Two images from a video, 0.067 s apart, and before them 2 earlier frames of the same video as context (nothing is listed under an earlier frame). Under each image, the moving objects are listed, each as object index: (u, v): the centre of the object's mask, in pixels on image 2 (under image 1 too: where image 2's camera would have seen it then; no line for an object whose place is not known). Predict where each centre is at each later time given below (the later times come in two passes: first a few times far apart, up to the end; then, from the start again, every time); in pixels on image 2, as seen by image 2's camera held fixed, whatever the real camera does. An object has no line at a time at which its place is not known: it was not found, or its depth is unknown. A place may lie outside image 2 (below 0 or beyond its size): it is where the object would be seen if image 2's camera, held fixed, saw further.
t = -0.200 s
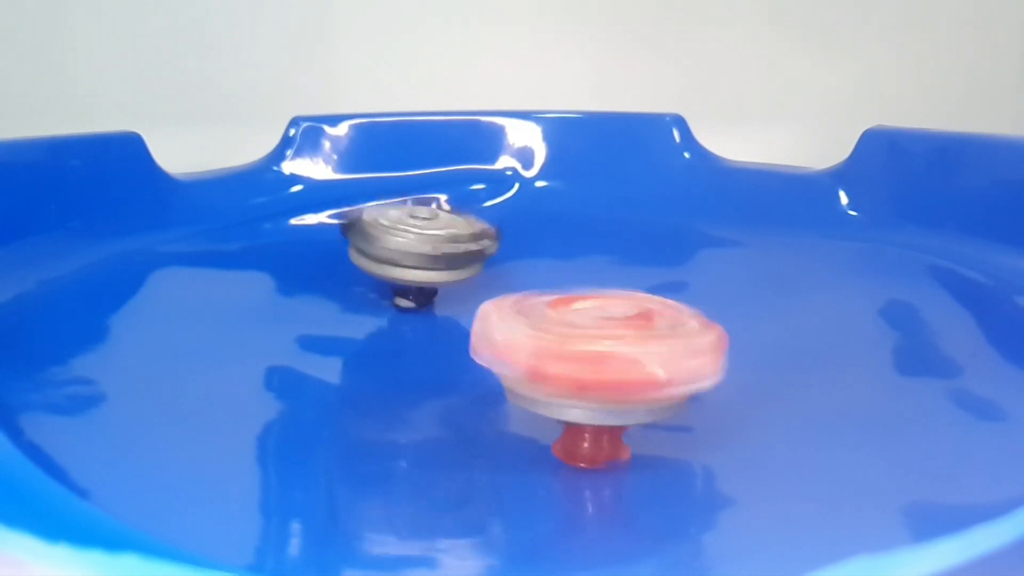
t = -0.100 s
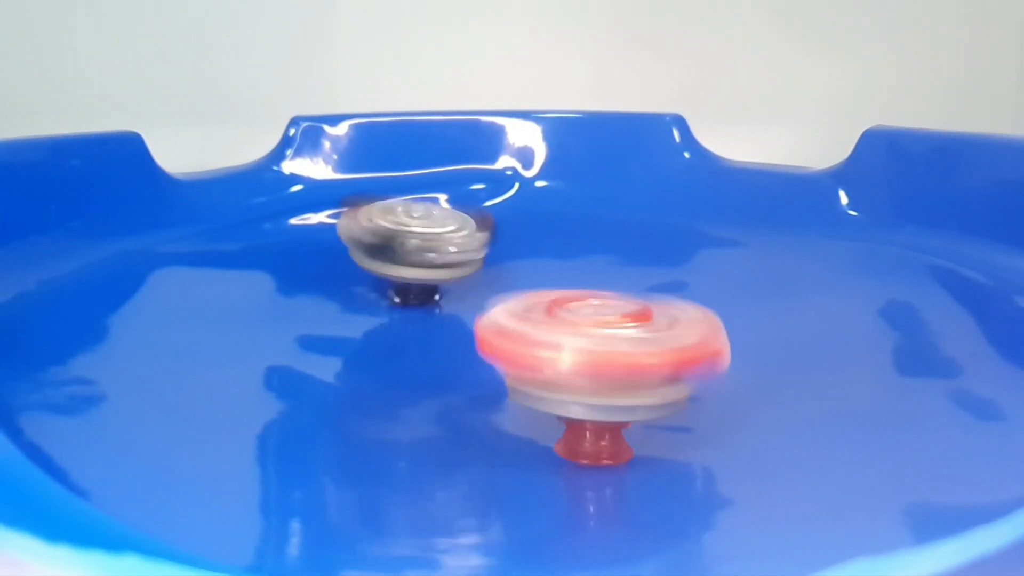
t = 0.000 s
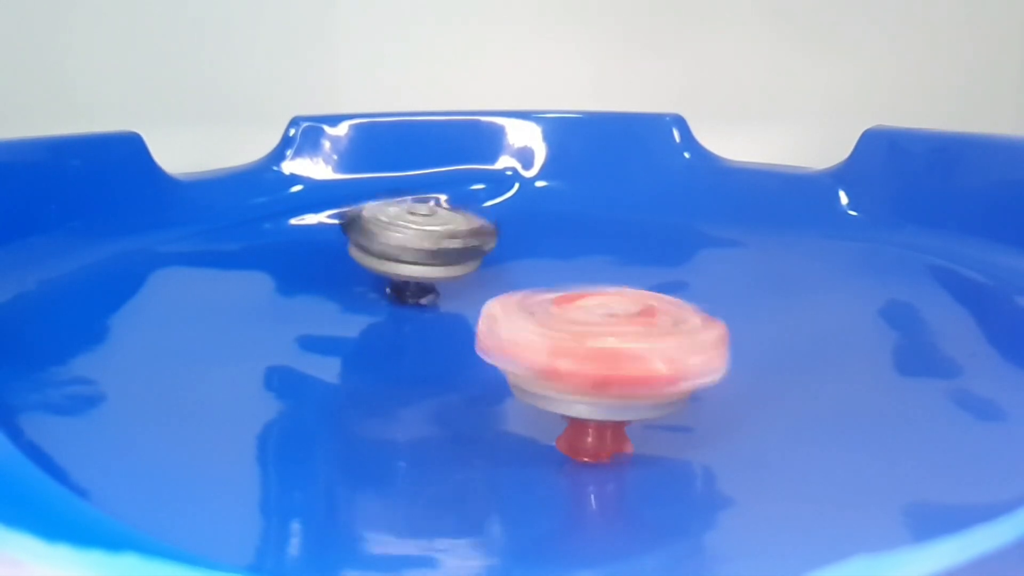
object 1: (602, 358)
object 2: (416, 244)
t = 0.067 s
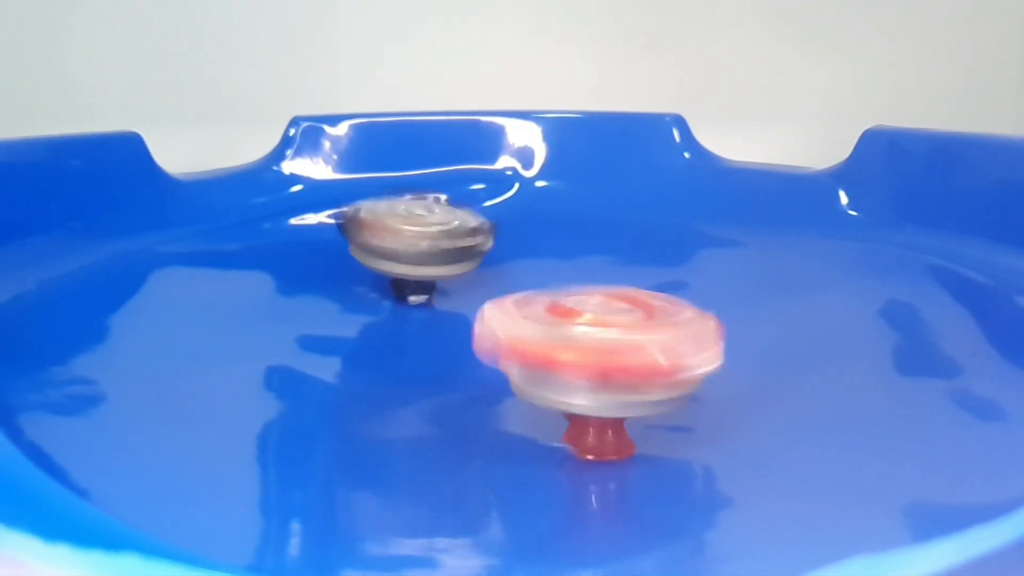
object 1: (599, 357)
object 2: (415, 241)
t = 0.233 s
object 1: (602, 353)
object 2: (412, 238)
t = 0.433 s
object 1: (603, 349)
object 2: (409, 236)
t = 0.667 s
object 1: (600, 344)
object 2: (404, 233)
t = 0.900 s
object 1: (600, 340)
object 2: (398, 232)
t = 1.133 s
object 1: (599, 336)
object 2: (397, 232)
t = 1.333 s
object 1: (595, 332)
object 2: (394, 232)
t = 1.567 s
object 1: (592, 328)
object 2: (390, 233)
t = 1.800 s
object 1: (588, 323)
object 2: (389, 234)
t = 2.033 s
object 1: (581, 319)
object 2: (385, 236)
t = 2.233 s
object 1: (579, 316)
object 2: (386, 238)
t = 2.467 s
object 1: (574, 312)
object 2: (388, 240)
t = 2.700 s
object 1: (570, 307)
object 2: (389, 243)
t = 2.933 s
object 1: (567, 303)
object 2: (391, 246)
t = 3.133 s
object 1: (564, 300)
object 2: (394, 250)
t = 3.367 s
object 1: (563, 296)
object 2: (398, 251)
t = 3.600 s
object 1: (561, 293)
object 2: (404, 256)
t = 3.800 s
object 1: (562, 290)
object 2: (407, 260)
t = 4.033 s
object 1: (571, 289)
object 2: (406, 261)
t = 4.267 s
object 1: (578, 287)
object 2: (411, 265)
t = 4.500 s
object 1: (600, 288)
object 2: (403, 265)
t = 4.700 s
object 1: (634, 286)
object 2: (392, 262)
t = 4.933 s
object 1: (670, 288)
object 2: (384, 262)
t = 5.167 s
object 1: (699, 287)
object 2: (379, 265)
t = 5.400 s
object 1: (721, 286)
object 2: (375, 265)
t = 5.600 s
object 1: (737, 285)
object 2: (381, 268)
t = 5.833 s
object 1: (748, 283)
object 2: (386, 273)
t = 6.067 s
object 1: (753, 281)
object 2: (395, 272)
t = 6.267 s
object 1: (757, 280)
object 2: (407, 276)
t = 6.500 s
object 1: (753, 279)
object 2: (422, 278)
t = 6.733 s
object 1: (747, 279)
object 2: (438, 279)
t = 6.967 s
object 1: (740, 280)
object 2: (456, 281)
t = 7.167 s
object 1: (733, 281)
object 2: (473, 280)
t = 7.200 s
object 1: (731, 281)
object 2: (474, 279)
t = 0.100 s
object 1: (603, 357)
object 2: (413, 240)
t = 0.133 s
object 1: (604, 356)
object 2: (415, 240)
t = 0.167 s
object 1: (606, 356)
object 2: (415, 241)
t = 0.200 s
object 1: (604, 355)
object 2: (414, 240)
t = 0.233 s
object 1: (602, 353)
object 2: (412, 238)
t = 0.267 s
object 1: (601, 353)
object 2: (413, 238)
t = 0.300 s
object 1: (605, 353)
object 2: (411, 238)
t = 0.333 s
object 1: (606, 352)
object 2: (412, 237)
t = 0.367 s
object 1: (608, 352)
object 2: (411, 237)
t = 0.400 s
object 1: (605, 350)
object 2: (411, 237)
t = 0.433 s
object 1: (603, 349)
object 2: (409, 236)
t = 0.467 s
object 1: (602, 348)
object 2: (409, 236)
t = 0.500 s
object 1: (604, 348)
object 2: (407, 235)
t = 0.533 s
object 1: (605, 348)
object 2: (408, 235)
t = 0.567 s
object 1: (606, 348)
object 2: (407, 235)
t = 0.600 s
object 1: (604, 347)
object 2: (407, 235)
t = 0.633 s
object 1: (602, 345)
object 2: (405, 234)
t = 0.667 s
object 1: (600, 344)
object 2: (404, 233)
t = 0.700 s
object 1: (602, 344)
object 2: (403, 233)
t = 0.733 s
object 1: (603, 344)
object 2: (403, 233)
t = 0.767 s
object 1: (605, 344)
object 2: (402, 233)
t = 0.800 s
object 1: (603, 343)
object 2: (402, 234)
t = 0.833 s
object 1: (600, 342)
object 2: (400, 232)
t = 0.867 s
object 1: (598, 340)
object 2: (400, 233)
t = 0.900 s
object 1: (600, 340)
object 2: (398, 232)
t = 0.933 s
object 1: (601, 340)
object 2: (399, 233)
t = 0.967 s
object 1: (603, 340)
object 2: (398, 232)
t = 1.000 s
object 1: (601, 339)
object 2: (399, 233)
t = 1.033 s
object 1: (598, 338)
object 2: (397, 232)
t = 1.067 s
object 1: (596, 336)
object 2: (398, 232)
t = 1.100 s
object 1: (598, 336)
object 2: (396, 231)
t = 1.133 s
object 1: (599, 336)
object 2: (397, 232)
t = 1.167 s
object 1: (600, 336)
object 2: (395, 232)
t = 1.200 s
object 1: (598, 334)
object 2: (397, 232)
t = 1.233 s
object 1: (596, 334)
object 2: (395, 231)
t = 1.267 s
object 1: (593, 332)
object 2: (396, 231)
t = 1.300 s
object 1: (595, 332)
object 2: (393, 231)
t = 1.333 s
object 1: (595, 332)
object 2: (394, 232)
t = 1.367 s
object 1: (596, 332)
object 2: (393, 232)
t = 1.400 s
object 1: (595, 331)
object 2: (395, 233)
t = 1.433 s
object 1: (593, 330)
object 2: (392, 233)
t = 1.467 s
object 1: (590, 328)
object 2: (393, 233)
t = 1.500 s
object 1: (590, 328)
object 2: (391, 233)
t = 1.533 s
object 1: (592, 328)
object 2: (392, 233)
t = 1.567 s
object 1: (592, 328)
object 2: (390, 233)
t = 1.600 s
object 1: (592, 327)
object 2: (392, 234)
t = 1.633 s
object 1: (589, 326)
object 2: (389, 234)
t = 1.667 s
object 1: (586, 324)
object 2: (390, 234)
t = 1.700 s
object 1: (586, 324)
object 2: (388, 234)
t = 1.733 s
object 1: (587, 323)
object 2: (389, 234)
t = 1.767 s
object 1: (587, 324)
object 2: (387, 234)
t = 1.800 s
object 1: (588, 323)
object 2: (389, 234)
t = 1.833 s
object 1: (585, 322)
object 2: (387, 234)
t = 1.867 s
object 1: (582, 321)
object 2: (388, 234)
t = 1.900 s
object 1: (581, 320)
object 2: (386, 235)
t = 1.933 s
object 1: (583, 320)
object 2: (387, 234)
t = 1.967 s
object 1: (583, 320)
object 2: (386, 235)
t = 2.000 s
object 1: (584, 320)
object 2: (387, 235)
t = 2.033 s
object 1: (581, 319)
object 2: (385, 236)
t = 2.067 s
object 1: (579, 318)
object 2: (386, 236)
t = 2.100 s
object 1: (578, 317)
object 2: (385, 236)
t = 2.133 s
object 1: (579, 317)
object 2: (385, 236)
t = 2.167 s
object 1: (580, 317)
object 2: (385, 237)
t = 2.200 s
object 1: (581, 317)
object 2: (386, 237)
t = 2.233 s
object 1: (579, 316)
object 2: (386, 238)
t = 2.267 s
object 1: (577, 315)
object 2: (386, 238)
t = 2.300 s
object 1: (575, 314)
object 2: (386, 238)
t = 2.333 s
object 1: (576, 314)
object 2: (387, 239)
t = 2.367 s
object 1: (577, 314)
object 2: (387, 238)
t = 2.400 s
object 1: (578, 314)
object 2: (388, 239)
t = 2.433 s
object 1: (576, 313)
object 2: (388, 240)
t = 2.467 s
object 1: (574, 312)
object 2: (388, 240)
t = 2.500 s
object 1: (572, 310)
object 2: (388, 240)
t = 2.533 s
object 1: (574, 310)
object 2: (388, 242)
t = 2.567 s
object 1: (575, 310)
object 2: (388, 241)
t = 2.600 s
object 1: (575, 310)
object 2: (389, 242)
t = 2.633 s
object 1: (574, 310)
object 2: (389, 242)
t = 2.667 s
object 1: (572, 308)
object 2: (388, 243)
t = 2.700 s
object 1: (570, 307)
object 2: (389, 243)
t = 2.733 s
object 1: (571, 307)
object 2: (388, 244)
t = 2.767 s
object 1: (571, 307)
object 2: (389, 243)
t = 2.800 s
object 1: (572, 307)
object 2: (391, 244)
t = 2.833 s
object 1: (572, 306)
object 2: (391, 246)
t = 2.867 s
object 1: (569, 305)
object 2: (389, 246)
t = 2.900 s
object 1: (567, 304)
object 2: (391, 245)
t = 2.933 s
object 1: (567, 303)
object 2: (391, 246)
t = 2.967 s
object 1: (569, 304)
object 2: (393, 246)
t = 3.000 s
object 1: (569, 304)
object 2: (393, 247)
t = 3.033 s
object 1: (569, 303)
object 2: (395, 247)
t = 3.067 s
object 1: (567, 302)
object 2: (393, 248)
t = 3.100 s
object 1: (565, 300)
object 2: (396, 248)
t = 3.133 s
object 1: (564, 300)
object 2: (394, 250)
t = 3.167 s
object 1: (566, 300)
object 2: (397, 249)
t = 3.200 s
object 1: (566, 300)
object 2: (396, 251)
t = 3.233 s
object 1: (567, 299)
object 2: (398, 250)
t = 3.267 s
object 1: (564, 298)
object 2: (396, 252)
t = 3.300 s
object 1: (563, 297)
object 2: (398, 250)
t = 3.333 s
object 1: (561, 296)
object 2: (397, 253)
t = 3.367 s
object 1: (563, 296)
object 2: (398, 251)
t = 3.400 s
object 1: (564, 297)
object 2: (397, 252)
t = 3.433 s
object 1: (564, 296)
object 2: (400, 252)
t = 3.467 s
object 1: (563, 295)
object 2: (401, 256)
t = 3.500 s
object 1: (561, 294)
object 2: (400, 254)
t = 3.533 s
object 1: (559, 293)
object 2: (402, 257)
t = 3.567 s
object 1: (560, 293)
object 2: (402, 254)
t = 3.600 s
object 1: (561, 293)
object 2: (404, 256)
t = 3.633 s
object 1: (562, 293)
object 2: (407, 257)
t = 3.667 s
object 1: (560, 292)
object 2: (406, 259)
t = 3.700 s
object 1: (559, 291)
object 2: (406, 258)
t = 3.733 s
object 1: (556, 290)
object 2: (405, 259)
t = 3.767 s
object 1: (560, 290)
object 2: (407, 260)
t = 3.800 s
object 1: (562, 290)
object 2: (407, 260)
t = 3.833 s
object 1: (565, 290)
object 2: (408, 260)
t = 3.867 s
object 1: (565, 290)
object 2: (408, 261)
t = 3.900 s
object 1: (565, 289)
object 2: (407, 259)
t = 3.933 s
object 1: (565, 288)
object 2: (407, 261)
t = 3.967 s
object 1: (567, 288)
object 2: (406, 261)
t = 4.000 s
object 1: (570, 289)
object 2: (407, 262)
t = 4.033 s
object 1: (571, 289)
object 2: (406, 261)
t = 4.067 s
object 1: (573, 289)
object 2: (409, 263)
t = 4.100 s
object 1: (572, 288)
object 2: (406, 262)
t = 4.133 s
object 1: (571, 287)
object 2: (408, 263)
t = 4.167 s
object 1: (571, 286)
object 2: (406, 262)
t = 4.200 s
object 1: (574, 287)
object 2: (408, 264)
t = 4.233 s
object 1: (576, 287)
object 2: (409, 264)
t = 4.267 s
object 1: (578, 287)
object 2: (411, 265)
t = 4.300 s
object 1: (576, 287)
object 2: (409, 266)
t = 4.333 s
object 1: (575, 286)
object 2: (410, 265)
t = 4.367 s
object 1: (575, 284)
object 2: (408, 266)
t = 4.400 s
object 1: (582, 284)
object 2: (408, 264)
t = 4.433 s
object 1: (589, 284)
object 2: (407, 266)
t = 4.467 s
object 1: (596, 286)
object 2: (404, 264)
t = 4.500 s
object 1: (600, 288)
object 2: (403, 265)
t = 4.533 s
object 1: (605, 286)
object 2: (399, 262)
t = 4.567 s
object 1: (607, 286)
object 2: (399, 263)
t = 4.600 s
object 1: (614, 287)
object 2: (395, 262)
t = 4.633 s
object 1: (622, 288)
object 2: (393, 263)
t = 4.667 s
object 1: (629, 287)
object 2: (391, 262)
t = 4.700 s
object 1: (634, 286)
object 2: (392, 262)
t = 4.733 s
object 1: (637, 288)
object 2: (389, 262)
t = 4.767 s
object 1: (642, 288)
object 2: (388, 262)
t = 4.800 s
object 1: (646, 288)
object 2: (387, 262)
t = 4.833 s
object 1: (653, 287)
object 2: (384, 260)
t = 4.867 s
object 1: (660, 288)
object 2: (384, 261)
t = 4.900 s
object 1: (667, 288)
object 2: (382, 260)
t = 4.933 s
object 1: (670, 288)
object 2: (384, 262)
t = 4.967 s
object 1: (673, 288)
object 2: (380, 260)
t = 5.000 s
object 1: (675, 287)
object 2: (381, 260)
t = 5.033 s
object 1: (681, 286)
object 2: (379, 263)
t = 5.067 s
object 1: (688, 286)
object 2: (379, 261)
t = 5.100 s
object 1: (693, 287)
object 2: (377, 261)
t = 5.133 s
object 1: (697, 287)
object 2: (379, 263)
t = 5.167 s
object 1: (699, 287)
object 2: (379, 265)
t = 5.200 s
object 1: (700, 286)
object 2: (377, 261)
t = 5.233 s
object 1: (703, 286)
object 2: (376, 262)
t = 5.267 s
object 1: (709, 285)
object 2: (375, 262)
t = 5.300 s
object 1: (714, 286)
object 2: (376, 263)
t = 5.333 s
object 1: (719, 286)
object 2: (376, 265)
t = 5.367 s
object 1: (720, 286)
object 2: (378, 266)
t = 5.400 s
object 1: (721, 286)
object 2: (375, 265)
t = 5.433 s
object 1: (721, 285)
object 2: (378, 267)
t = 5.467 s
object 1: (725, 284)
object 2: (376, 267)
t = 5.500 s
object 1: (730, 284)
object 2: (378, 266)
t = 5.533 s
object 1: (734, 285)
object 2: (379, 268)
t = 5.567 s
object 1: (737, 285)
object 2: (380, 268)
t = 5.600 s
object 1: (737, 285)
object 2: (381, 268)
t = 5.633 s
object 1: (736, 284)
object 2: (380, 269)
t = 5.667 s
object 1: (737, 283)
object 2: (382, 269)
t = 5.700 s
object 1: (742, 282)
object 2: (380, 268)
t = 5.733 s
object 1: (745, 283)
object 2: (383, 269)
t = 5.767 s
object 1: (749, 283)
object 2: (381, 268)
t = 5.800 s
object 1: (748, 283)
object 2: (386, 270)
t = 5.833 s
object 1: (748, 283)
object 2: (386, 273)
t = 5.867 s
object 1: (746, 282)
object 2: (388, 271)
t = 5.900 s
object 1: (749, 281)
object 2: (389, 272)
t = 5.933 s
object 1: (752, 281)
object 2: (389, 271)
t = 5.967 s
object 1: (755, 281)
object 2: (392, 272)
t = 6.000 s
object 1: (756, 281)
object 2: (392, 272)
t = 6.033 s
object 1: (755, 282)
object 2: (396, 273)
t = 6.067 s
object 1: (753, 281)
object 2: (395, 272)
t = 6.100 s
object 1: (752, 280)
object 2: (399, 273)
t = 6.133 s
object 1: (756, 279)
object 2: (399, 273)
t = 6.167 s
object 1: (757, 280)
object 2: (400, 275)
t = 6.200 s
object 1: (760, 280)
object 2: (403, 275)
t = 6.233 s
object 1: (758, 280)
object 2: (405, 275)
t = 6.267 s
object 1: (757, 280)
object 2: (407, 276)
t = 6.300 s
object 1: (753, 280)
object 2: (407, 275)
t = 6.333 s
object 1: (753, 279)
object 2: (411, 276)
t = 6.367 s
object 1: (757, 278)
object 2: (410, 277)
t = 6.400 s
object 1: (758, 279)
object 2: (415, 279)
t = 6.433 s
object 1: (758, 279)
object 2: (416, 279)
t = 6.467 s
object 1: (757, 280)
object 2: (421, 278)
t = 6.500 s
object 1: (753, 279)
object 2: (422, 278)
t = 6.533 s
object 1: (751, 279)
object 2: (424, 278)
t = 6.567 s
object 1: (753, 278)
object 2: (426, 279)
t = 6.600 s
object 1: (754, 278)
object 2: (428, 280)
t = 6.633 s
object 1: (755, 278)
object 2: (431, 281)
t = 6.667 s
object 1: (753, 279)
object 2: (433, 280)
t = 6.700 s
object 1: (751, 279)
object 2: (437, 280)
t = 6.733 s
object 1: (747, 279)
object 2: (438, 279)
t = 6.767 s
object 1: (746, 279)
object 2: (442, 280)
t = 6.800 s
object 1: (748, 278)
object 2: (443, 280)
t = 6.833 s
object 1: (749, 279)
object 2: (445, 281)
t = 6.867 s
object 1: (749, 279)
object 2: (448, 282)
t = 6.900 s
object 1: (746, 279)
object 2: (451, 282)
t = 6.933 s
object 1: (743, 280)
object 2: (455, 282)
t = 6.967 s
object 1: (740, 280)
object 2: (456, 281)
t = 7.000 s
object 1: (740, 279)
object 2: (460, 281)
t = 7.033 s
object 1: (741, 279)
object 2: (461, 282)
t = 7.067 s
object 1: (741, 280)
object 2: (466, 282)
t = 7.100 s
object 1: (740, 280)
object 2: (467, 282)
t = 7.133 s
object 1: (737, 280)
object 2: (471, 281)
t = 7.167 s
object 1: (733, 281)
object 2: (473, 280)
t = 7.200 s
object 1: (731, 281)
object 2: (474, 279)
